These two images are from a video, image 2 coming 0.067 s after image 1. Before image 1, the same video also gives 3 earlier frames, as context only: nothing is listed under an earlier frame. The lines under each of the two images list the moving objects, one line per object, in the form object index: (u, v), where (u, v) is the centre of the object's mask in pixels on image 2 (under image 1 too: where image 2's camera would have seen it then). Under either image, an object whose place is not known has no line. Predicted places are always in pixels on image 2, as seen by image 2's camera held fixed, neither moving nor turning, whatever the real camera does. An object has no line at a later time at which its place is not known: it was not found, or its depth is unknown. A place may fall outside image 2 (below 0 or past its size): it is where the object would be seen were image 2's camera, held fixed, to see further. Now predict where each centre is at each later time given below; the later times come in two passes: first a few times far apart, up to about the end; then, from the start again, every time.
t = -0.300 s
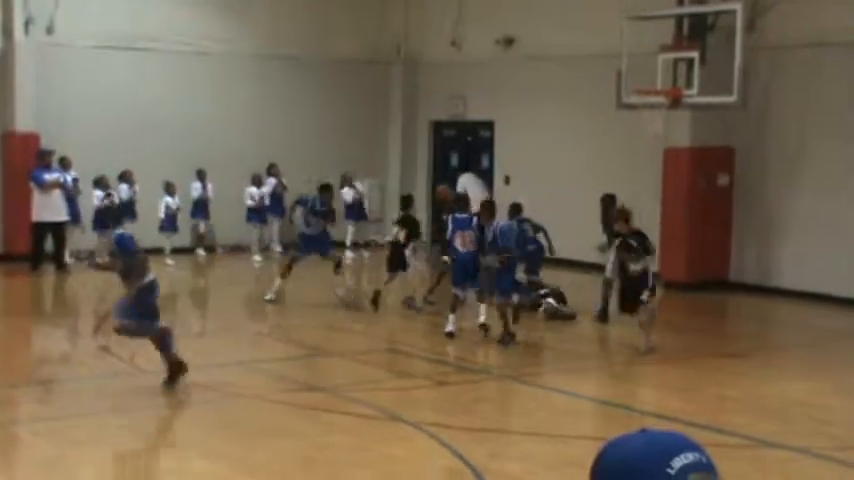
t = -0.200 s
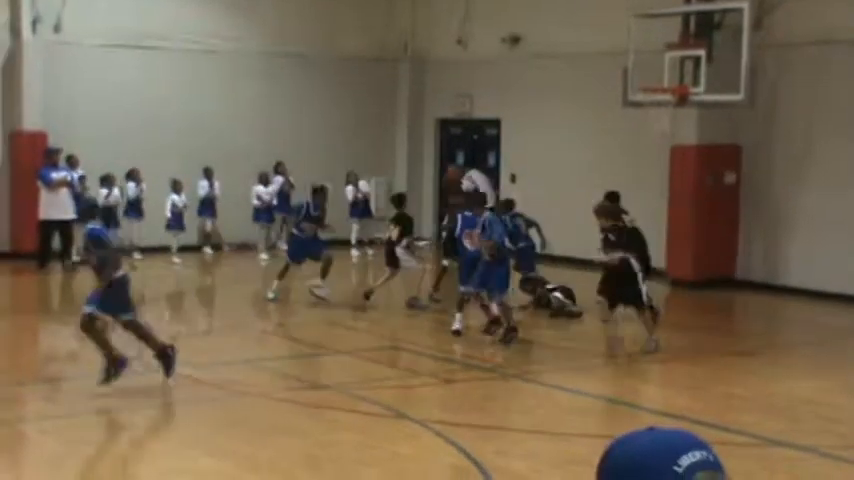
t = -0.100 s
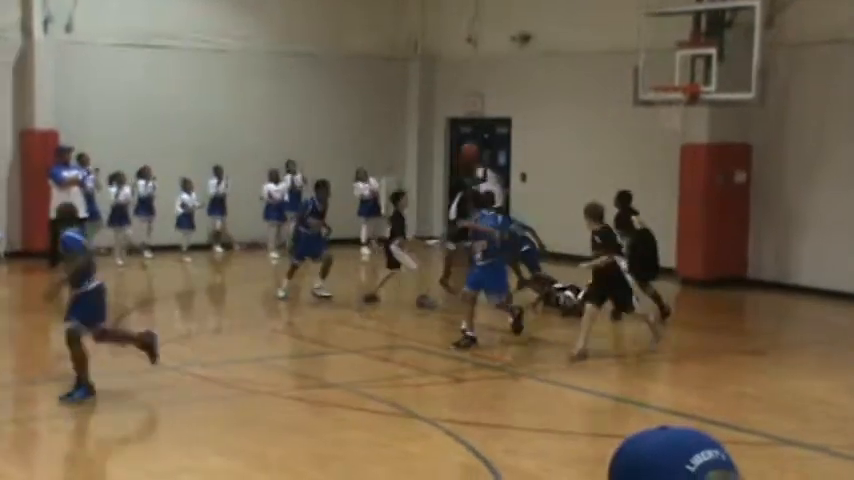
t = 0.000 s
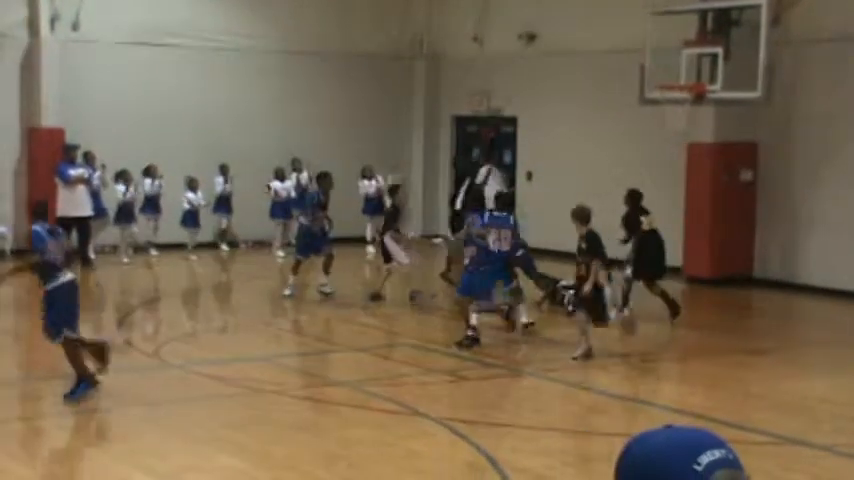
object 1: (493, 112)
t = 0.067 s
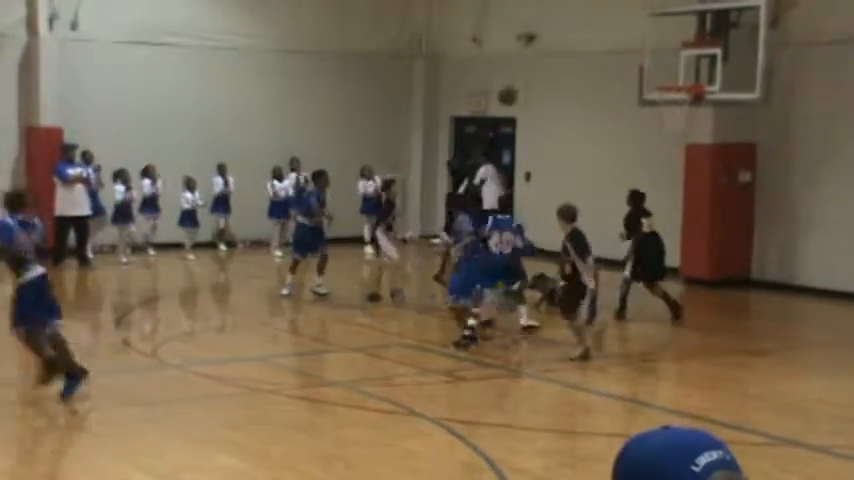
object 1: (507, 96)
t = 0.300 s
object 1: (565, 48)
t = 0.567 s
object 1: (629, 50)
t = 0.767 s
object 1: (685, 94)
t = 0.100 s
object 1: (515, 86)
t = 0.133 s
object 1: (524, 77)
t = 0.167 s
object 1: (532, 70)
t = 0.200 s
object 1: (540, 62)
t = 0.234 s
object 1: (548, 56)
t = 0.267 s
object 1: (556, 51)
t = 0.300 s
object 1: (565, 48)
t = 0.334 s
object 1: (572, 45)
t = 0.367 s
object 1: (580, 43)
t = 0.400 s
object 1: (588, 41)
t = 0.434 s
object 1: (596, 41)
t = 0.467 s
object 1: (604, 42)
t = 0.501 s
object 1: (613, 43)
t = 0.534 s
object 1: (620, 46)
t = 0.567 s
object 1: (629, 50)
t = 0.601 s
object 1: (636, 55)
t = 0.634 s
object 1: (645, 62)
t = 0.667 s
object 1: (653, 68)
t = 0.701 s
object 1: (660, 76)
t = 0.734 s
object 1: (669, 83)
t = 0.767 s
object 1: (685, 94)
